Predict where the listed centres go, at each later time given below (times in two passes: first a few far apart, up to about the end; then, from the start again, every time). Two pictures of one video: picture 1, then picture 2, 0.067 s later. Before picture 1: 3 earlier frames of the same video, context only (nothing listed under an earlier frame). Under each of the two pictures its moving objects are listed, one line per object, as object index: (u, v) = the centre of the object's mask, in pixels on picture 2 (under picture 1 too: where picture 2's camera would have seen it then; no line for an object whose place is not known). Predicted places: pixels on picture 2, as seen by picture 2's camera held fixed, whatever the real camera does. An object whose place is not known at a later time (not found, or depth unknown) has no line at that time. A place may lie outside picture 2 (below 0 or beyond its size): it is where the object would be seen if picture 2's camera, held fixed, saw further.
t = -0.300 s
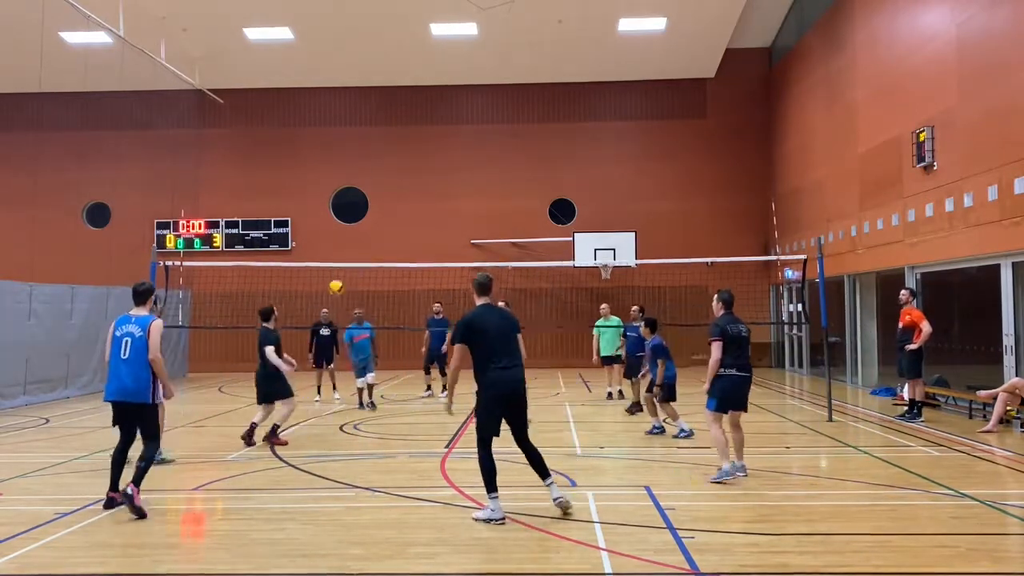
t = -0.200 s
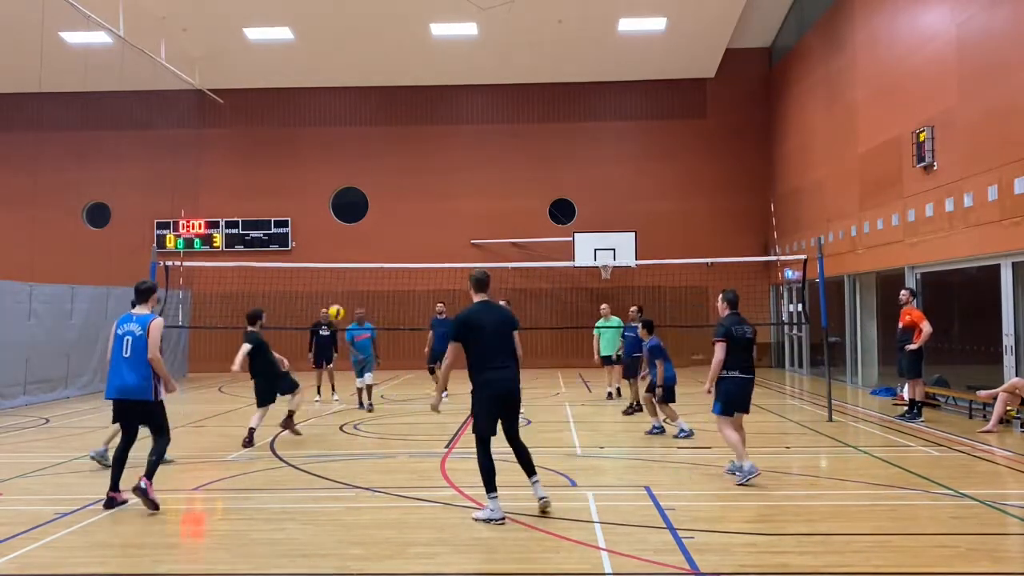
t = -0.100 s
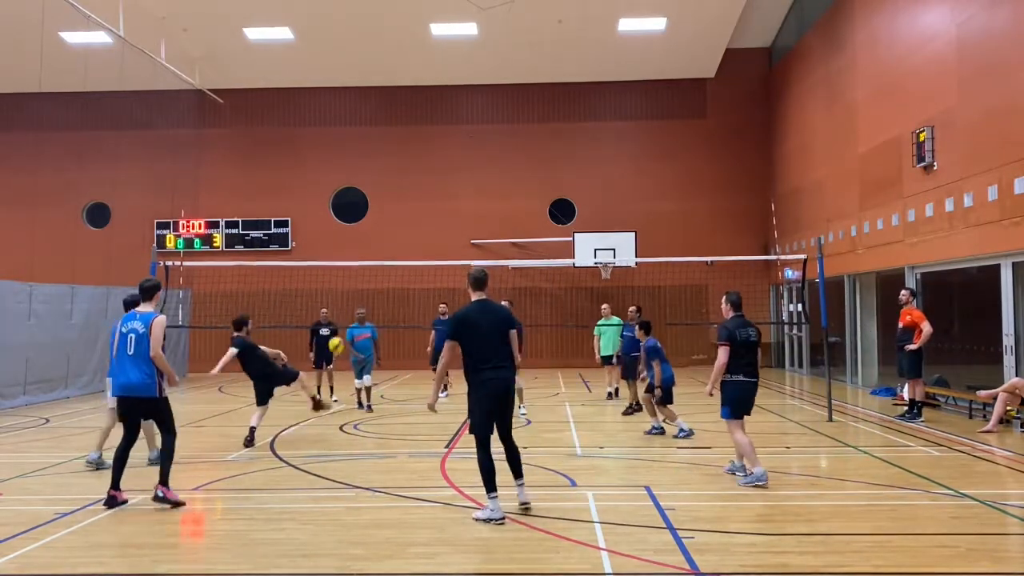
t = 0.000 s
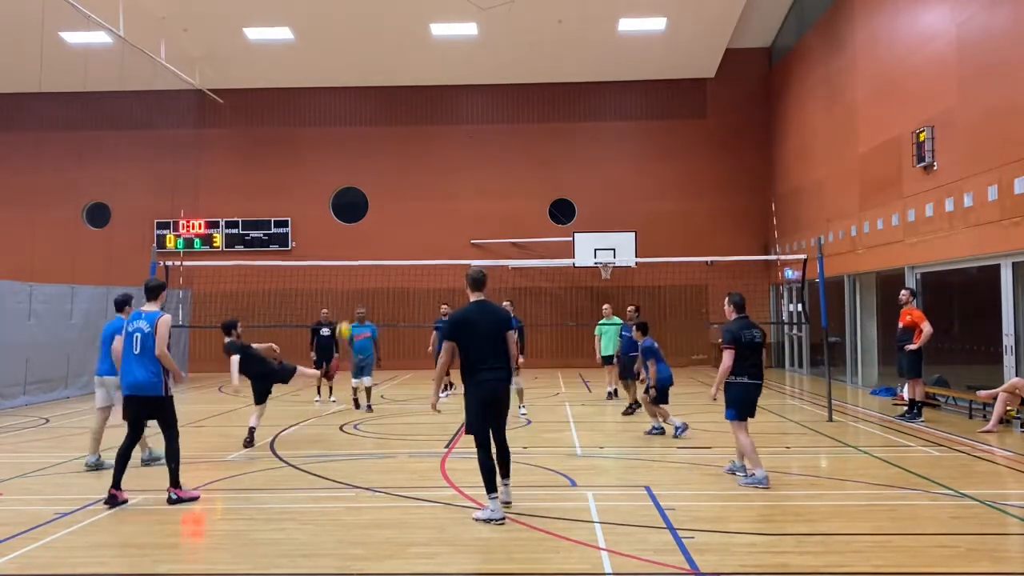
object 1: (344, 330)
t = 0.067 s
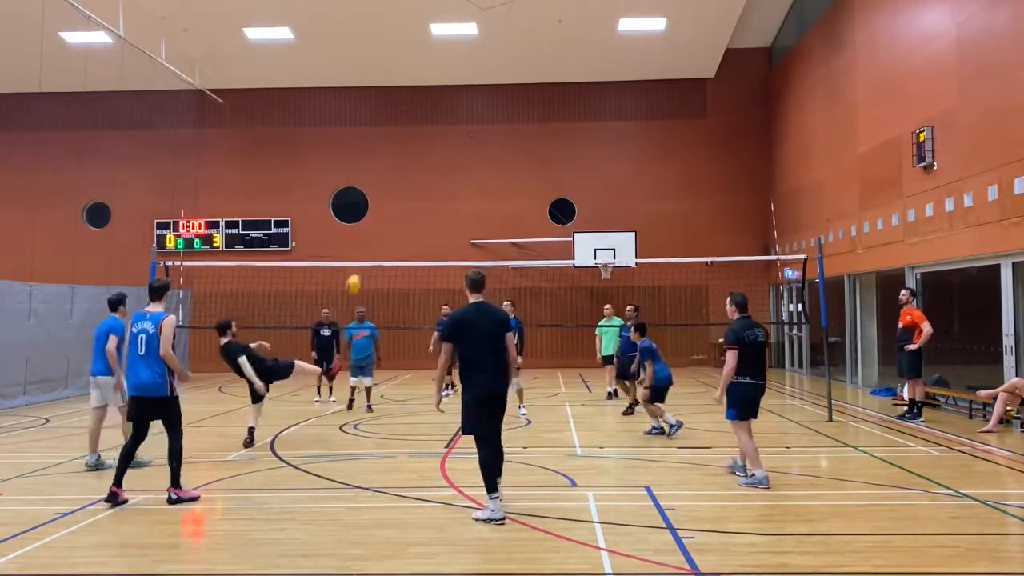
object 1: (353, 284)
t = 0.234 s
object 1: (376, 188)
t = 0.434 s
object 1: (400, 107)
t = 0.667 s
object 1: (424, 53)
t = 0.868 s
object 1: (443, 41)
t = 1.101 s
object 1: (466, 50)
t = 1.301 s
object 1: (483, 84)
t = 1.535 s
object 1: (501, 145)
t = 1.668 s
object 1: (510, 189)
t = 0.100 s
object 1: (358, 261)
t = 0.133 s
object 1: (363, 241)
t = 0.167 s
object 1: (367, 222)
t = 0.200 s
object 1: (371, 204)
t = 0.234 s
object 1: (376, 188)
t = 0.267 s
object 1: (380, 171)
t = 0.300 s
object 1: (384, 157)
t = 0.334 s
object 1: (388, 143)
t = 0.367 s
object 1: (392, 130)
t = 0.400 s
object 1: (396, 118)
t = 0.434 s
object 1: (400, 107)
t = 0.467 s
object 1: (403, 97)
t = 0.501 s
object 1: (407, 88)
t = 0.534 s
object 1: (411, 79)
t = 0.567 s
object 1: (415, 70)
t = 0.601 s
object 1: (418, 65)
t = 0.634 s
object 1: (422, 58)
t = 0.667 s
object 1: (424, 53)
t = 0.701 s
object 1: (429, 50)
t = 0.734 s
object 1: (432, 45)
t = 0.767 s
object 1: (434, 44)
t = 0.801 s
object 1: (438, 42)
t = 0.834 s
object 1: (441, 41)
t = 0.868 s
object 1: (443, 41)
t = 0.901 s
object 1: (448, 41)
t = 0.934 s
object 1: (451, 41)
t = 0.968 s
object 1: (454, 42)
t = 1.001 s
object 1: (458, 43)
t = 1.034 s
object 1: (459, 45)
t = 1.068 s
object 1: (463, 49)
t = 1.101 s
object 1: (466, 50)
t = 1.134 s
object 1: (468, 55)
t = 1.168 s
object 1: (472, 60)
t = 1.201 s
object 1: (475, 64)
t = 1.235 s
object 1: (478, 70)
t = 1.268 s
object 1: (480, 77)
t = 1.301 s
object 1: (483, 84)
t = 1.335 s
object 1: (485, 91)
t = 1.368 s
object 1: (488, 99)
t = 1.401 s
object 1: (491, 107)
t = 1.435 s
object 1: (493, 116)
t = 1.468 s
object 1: (495, 125)
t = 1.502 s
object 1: (498, 135)
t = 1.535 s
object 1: (501, 145)
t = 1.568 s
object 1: (503, 156)
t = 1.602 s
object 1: (505, 166)
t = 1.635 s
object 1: (508, 177)
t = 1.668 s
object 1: (510, 189)
